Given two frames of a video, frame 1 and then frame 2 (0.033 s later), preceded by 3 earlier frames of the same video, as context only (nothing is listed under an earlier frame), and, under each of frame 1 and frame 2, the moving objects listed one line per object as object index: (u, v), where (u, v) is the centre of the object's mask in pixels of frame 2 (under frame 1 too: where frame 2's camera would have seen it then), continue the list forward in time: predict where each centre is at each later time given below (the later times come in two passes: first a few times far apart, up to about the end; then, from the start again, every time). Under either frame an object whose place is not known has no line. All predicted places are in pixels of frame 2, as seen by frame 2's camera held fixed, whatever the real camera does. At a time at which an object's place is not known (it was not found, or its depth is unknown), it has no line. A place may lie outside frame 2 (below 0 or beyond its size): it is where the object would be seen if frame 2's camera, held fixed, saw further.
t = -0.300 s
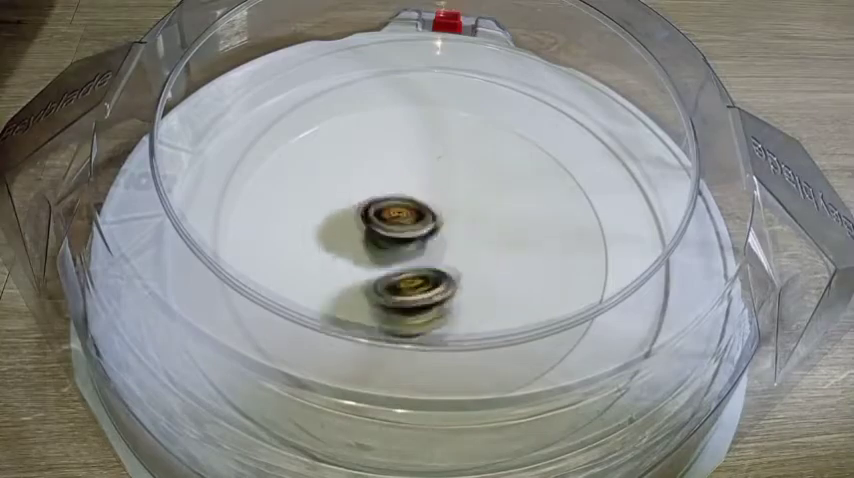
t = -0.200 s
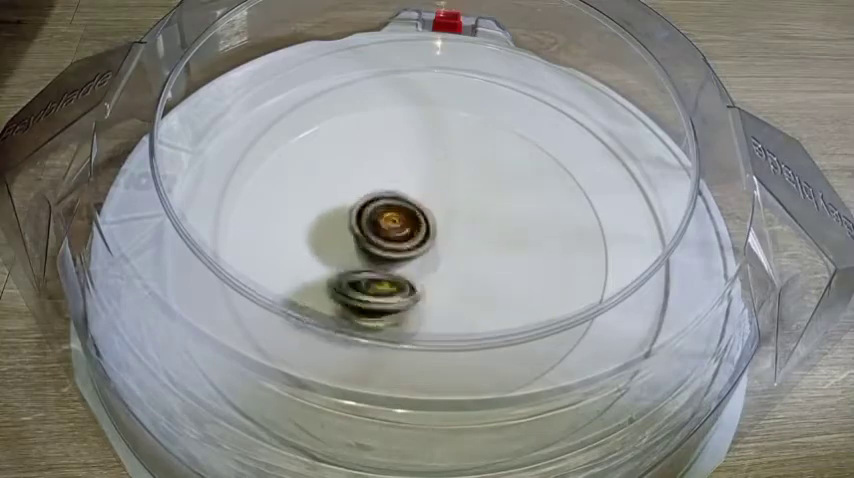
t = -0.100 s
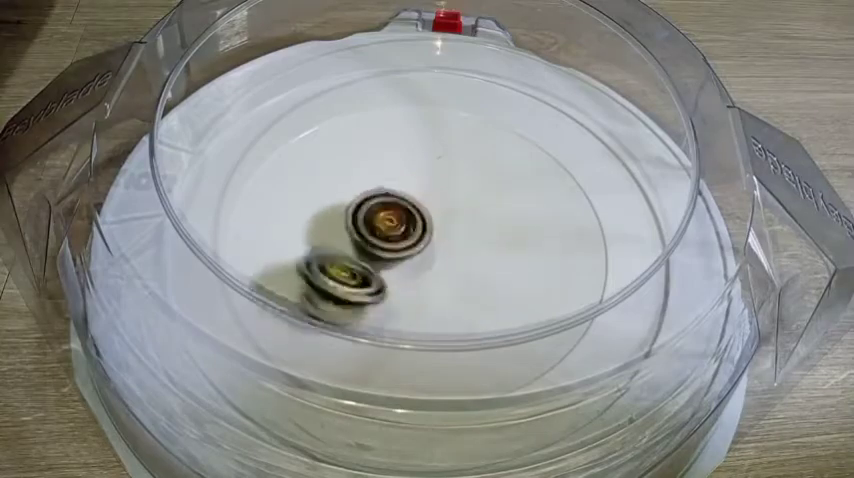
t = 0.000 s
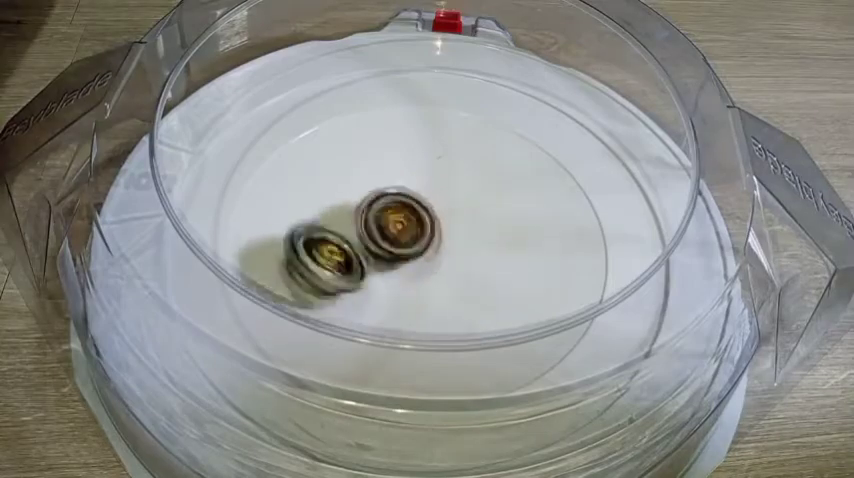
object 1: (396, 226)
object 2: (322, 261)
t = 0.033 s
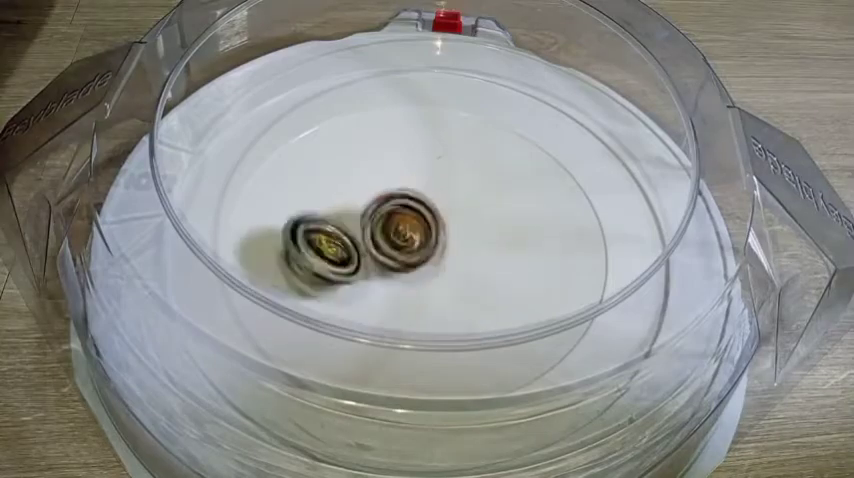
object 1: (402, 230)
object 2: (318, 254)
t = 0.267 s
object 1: (456, 225)
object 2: (360, 195)
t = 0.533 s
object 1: (463, 259)
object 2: (460, 171)
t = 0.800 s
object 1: (426, 261)
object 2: (496, 201)
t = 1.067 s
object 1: (376, 257)
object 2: (453, 252)
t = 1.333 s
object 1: (365, 229)
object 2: (436, 260)
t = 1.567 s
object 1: (381, 212)
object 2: (443, 255)
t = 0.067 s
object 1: (411, 233)
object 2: (319, 244)
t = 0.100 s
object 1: (421, 231)
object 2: (319, 234)
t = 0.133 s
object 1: (429, 230)
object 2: (323, 226)
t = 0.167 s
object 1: (437, 229)
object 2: (331, 216)
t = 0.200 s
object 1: (443, 227)
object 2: (340, 208)
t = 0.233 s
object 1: (450, 224)
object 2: (348, 201)
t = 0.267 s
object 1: (456, 225)
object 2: (360, 195)
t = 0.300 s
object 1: (460, 226)
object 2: (372, 192)
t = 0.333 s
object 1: (462, 227)
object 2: (385, 189)
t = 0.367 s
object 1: (463, 229)
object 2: (395, 187)
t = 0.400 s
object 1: (464, 237)
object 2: (407, 181)
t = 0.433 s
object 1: (463, 244)
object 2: (420, 177)
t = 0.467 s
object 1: (464, 250)
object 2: (435, 175)
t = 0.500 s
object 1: (463, 256)
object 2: (448, 172)
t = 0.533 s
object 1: (463, 259)
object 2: (460, 171)
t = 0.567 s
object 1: (461, 260)
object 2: (469, 172)
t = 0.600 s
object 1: (457, 263)
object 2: (477, 173)
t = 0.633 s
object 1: (454, 263)
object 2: (483, 177)
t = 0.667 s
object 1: (449, 265)
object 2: (485, 179)
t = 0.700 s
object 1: (443, 265)
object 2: (490, 182)
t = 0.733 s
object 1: (439, 264)
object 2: (492, 187)
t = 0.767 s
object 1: (431, 263)
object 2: (495, 194)
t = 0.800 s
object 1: (426, 261)
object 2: (496, 201)
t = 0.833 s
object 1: (421, 259)
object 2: (495, 209)
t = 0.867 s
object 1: (410, 257)
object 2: (494, 215)
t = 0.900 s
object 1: (396, 257)
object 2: (494, 221)
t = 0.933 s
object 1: (389, 257)
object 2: (488, 229)
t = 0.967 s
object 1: (382, 259)
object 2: (480, 236)
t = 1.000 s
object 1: (380, 261)
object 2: (470, 239)
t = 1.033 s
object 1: (382, 261)
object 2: (459, 248)
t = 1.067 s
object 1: (376, 257)
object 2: (453, 252)
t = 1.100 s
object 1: (371, 254)
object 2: (449, 254)
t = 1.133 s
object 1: (368, 251)
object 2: (446, 258)
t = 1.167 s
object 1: (367, 249)
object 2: (443, 260)
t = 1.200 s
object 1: (366, 246)
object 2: (439, 261)
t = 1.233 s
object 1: (364, 242)
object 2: (438, 261)
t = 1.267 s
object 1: (364, 235)
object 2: (437, 262)
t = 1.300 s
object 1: (365, 232)
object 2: (436, 260)
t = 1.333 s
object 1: (365, 229)
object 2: (436, 260)
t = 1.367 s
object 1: (368, 228)
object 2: (438, 259)
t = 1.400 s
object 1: (369, 226)
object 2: (440, 260)
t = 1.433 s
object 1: (371, 223)
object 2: (442, 259)
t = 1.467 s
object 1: (372, 220)
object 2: (445, 259)
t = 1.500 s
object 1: (375, 219)
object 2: (446, 258)
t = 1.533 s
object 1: (378, 216)
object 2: (445, 256)
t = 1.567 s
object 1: (381, 212)
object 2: (443, 255)
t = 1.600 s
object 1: (384, 212)
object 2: (441, 256)
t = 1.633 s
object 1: (387, 209)
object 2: (441, 256)
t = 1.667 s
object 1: (390, 207)
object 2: (441, 255)
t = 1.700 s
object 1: (391, 208)
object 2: (439, 253)
